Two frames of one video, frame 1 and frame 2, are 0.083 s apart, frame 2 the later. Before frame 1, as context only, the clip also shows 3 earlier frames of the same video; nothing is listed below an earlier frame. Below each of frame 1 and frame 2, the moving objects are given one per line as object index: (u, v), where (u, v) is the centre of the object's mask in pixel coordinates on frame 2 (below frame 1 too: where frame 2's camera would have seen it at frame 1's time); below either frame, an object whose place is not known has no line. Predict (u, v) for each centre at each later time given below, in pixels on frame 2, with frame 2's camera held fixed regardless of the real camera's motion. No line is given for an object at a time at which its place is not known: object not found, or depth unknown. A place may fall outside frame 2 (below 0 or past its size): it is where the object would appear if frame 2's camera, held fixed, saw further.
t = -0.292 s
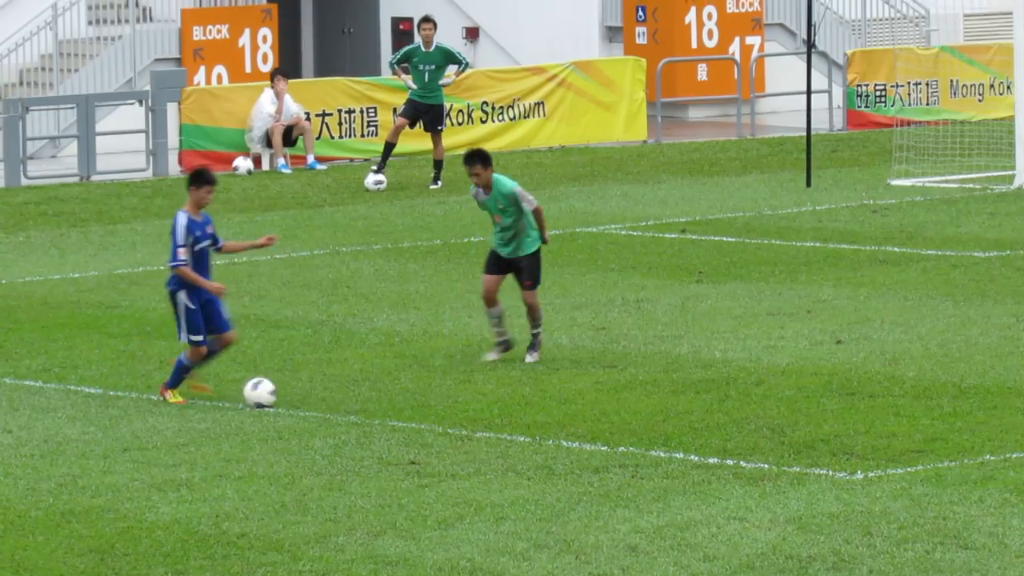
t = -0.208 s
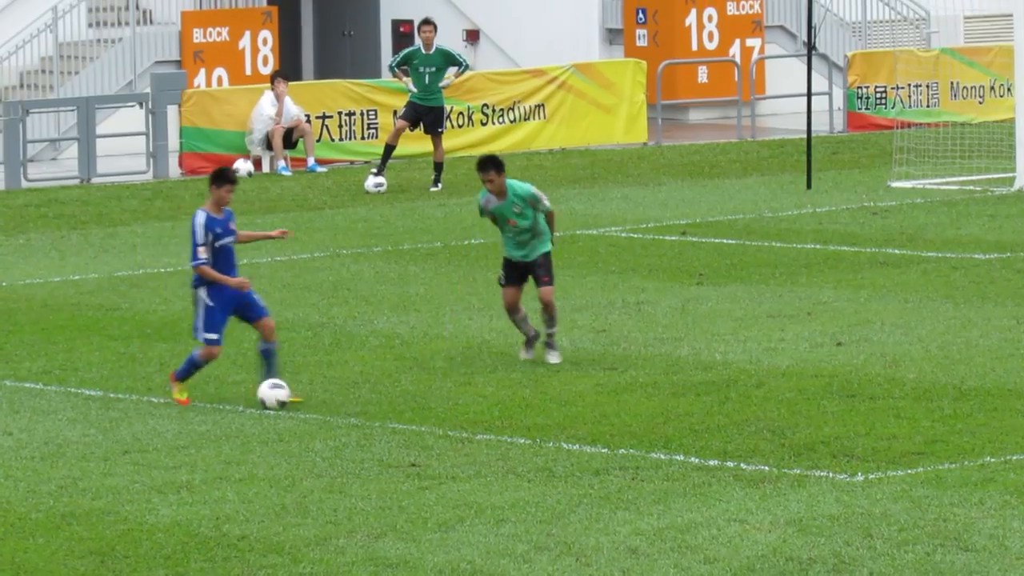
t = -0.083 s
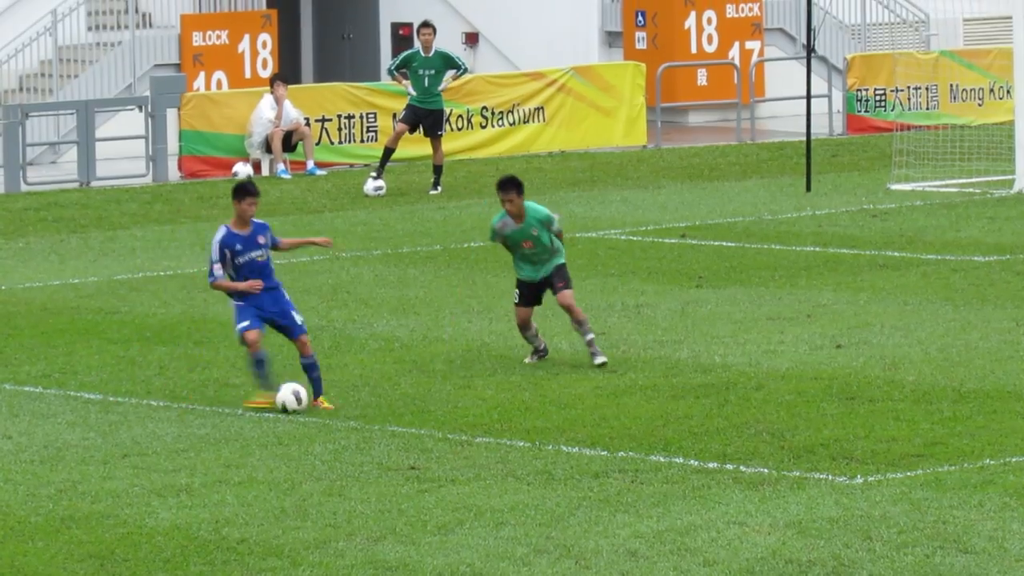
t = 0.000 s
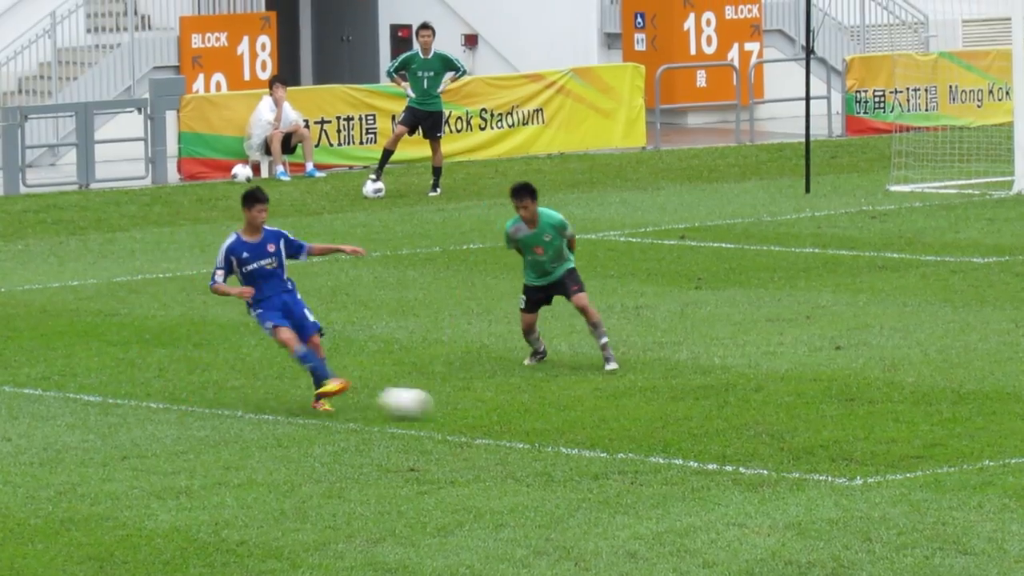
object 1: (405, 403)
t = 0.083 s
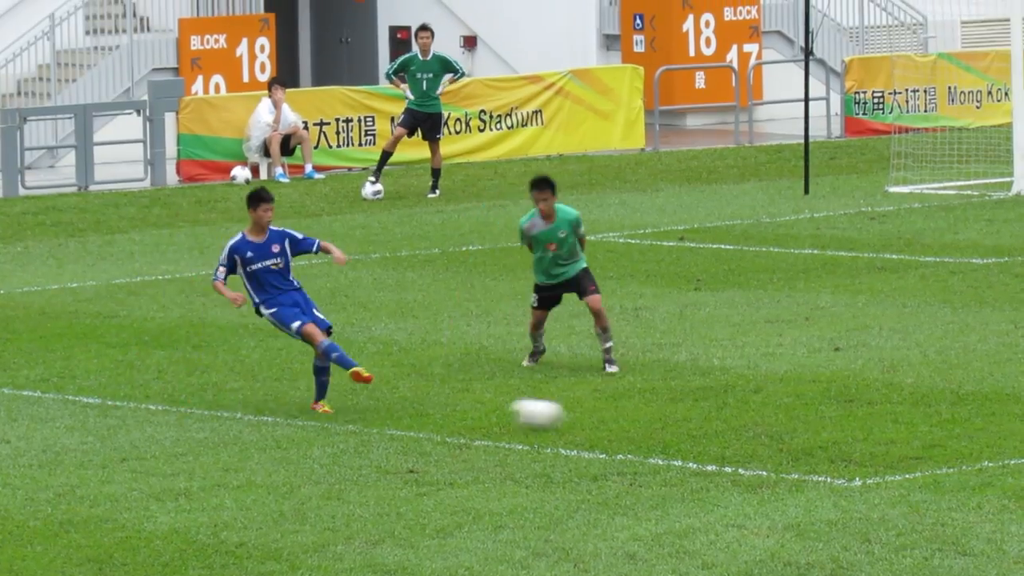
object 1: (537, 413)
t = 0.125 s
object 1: (601, 417)
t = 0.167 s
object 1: (661, 418)
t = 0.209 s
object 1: (722, 421)
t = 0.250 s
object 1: (783, 424)
